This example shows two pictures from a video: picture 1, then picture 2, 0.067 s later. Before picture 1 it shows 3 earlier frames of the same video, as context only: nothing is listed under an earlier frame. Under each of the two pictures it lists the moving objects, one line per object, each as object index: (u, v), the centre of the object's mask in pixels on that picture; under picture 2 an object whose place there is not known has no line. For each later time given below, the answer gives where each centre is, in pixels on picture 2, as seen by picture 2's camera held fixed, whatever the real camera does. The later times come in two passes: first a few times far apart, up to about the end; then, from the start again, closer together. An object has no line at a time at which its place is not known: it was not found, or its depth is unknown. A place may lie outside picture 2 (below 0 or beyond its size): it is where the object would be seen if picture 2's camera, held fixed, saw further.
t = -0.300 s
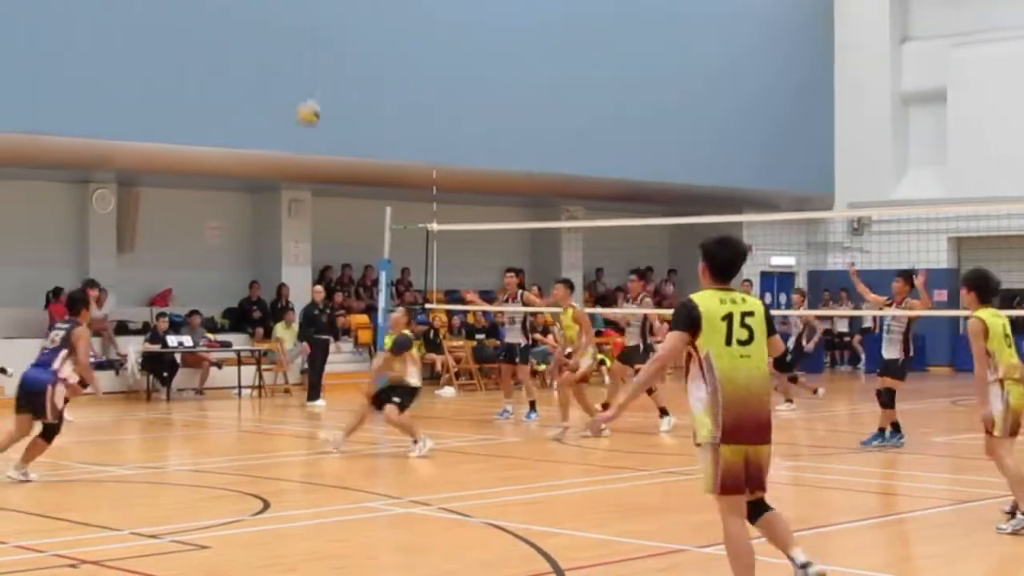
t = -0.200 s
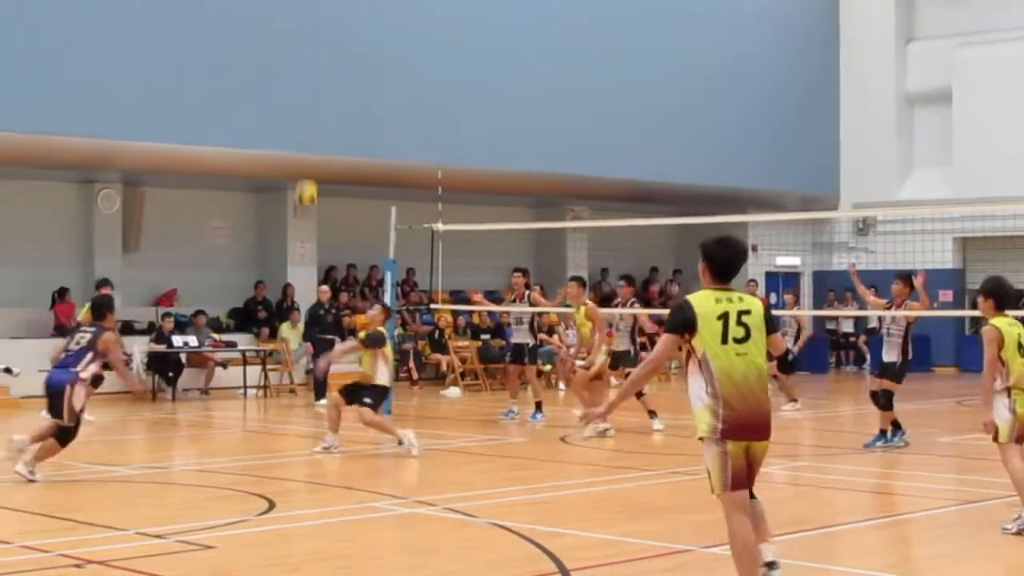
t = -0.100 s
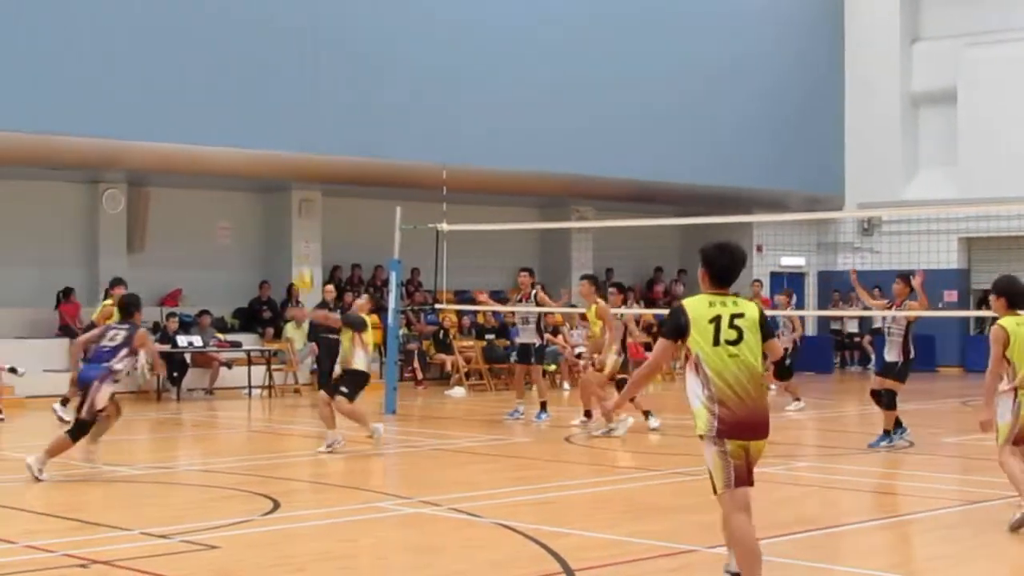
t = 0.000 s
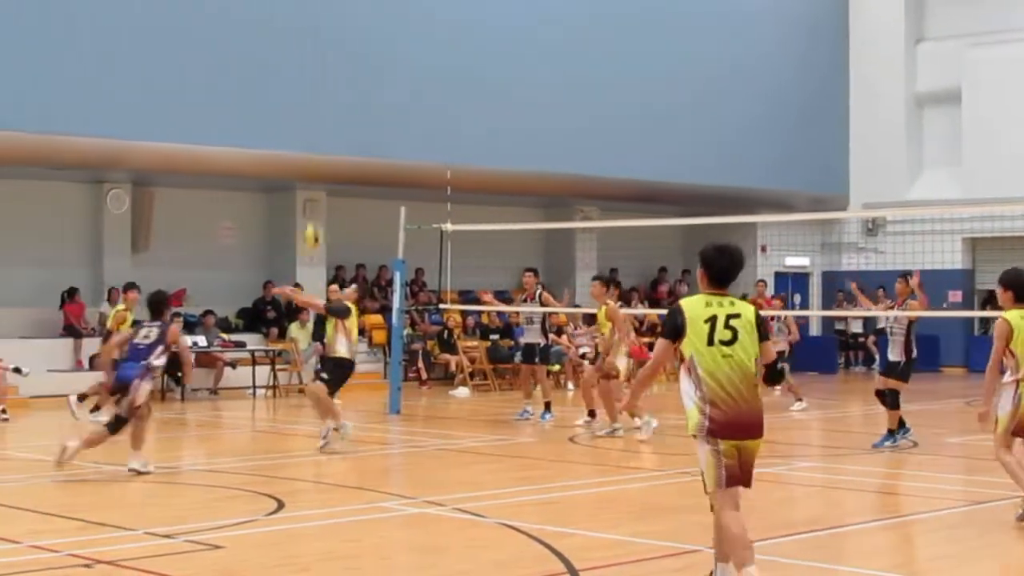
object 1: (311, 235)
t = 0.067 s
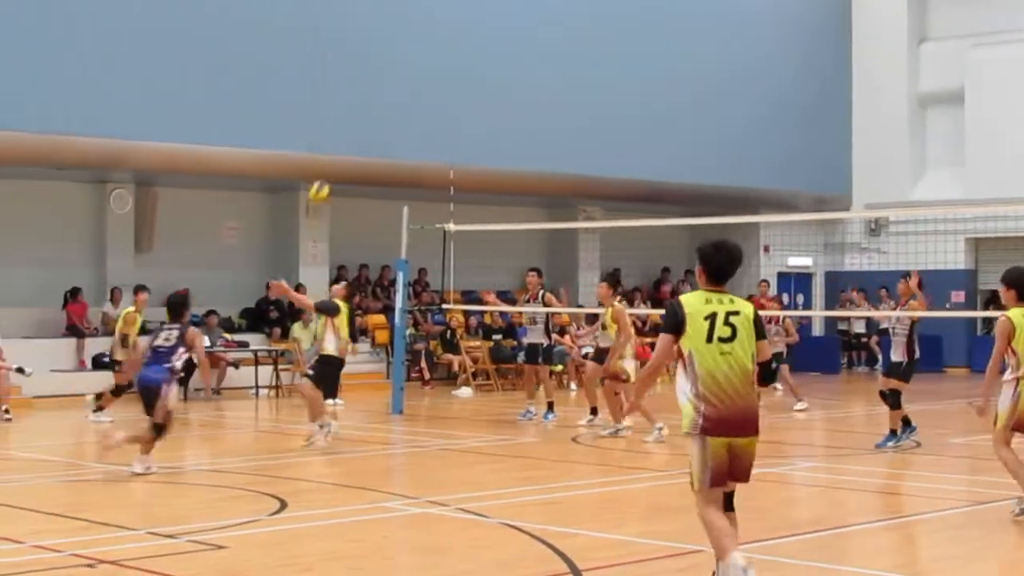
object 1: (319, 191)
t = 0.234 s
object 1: (334, 106)
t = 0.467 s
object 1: (353, 34)
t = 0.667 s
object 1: (370, 15)
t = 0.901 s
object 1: (389, 41)
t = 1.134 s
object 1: (405, 120)
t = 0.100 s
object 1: (323, 172)
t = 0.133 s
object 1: (326, 153)
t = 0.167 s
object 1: (327, 137)
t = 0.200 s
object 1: (331, 121)
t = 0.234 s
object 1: (334, 106)
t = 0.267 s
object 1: (336, 92)
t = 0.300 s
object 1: (340, 80)
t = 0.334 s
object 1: (342, 68)
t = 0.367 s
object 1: (344, 57)
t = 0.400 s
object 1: (347, 49)
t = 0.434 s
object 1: (350, 40)
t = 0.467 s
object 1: (353, 34)
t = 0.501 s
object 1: (357, 27)
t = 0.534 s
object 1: (359, 23)
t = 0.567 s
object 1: (362, 19)
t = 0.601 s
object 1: (365, 16)
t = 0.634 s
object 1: (368, 16)
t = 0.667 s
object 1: (370, 15)
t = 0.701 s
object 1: (373, 15)
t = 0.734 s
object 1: (376, 17)
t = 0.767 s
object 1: (379, 20)
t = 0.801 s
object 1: (381, 23)
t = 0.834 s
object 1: (383, 28)
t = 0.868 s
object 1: (386, 34)
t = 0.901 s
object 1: (389, 41)
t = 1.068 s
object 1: (401, 91)
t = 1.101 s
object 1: (403, 105)
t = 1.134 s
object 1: (405, 120)
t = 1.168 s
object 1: (406, 135)
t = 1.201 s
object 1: (406, 151)
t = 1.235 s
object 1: (408, 170)
